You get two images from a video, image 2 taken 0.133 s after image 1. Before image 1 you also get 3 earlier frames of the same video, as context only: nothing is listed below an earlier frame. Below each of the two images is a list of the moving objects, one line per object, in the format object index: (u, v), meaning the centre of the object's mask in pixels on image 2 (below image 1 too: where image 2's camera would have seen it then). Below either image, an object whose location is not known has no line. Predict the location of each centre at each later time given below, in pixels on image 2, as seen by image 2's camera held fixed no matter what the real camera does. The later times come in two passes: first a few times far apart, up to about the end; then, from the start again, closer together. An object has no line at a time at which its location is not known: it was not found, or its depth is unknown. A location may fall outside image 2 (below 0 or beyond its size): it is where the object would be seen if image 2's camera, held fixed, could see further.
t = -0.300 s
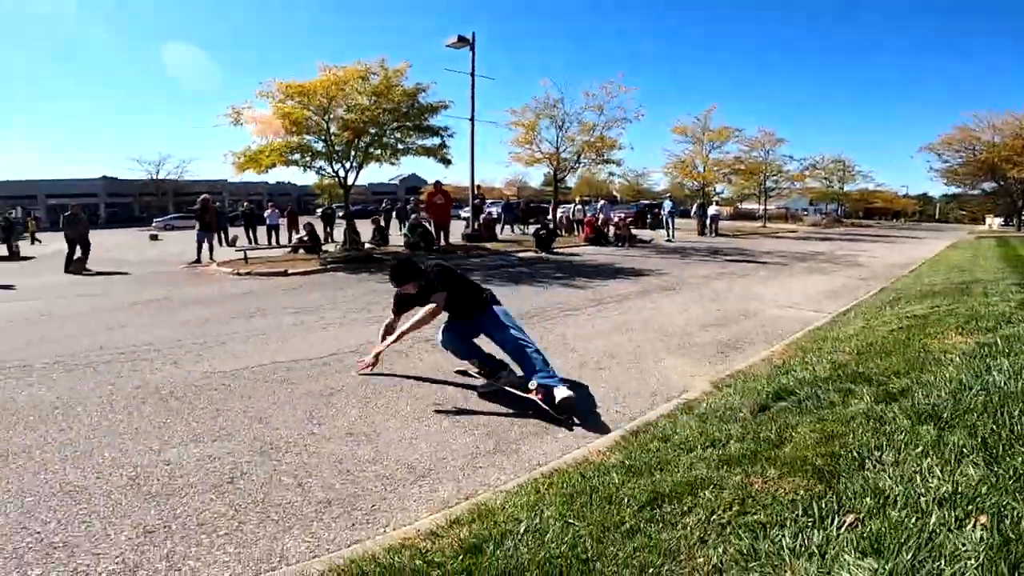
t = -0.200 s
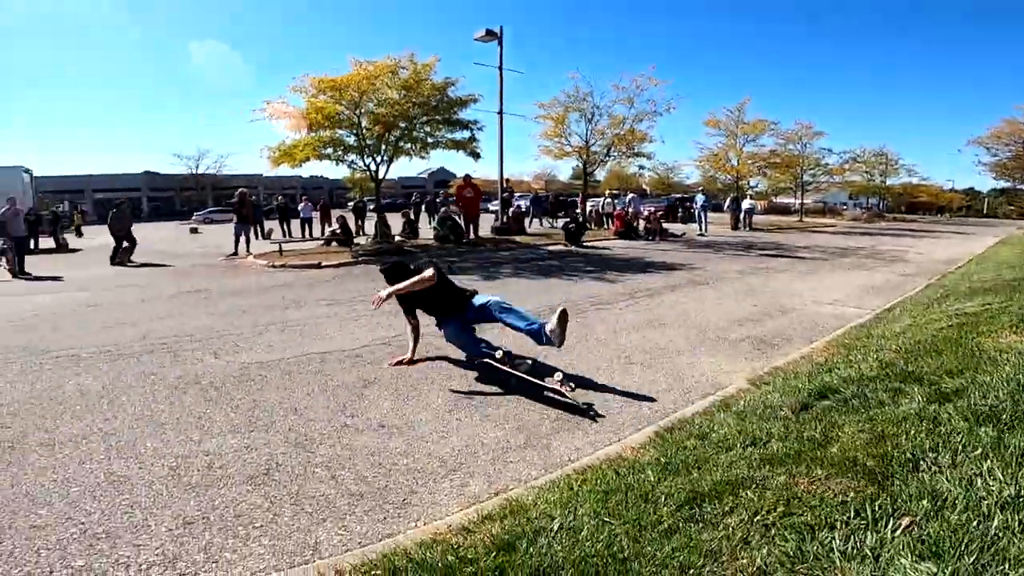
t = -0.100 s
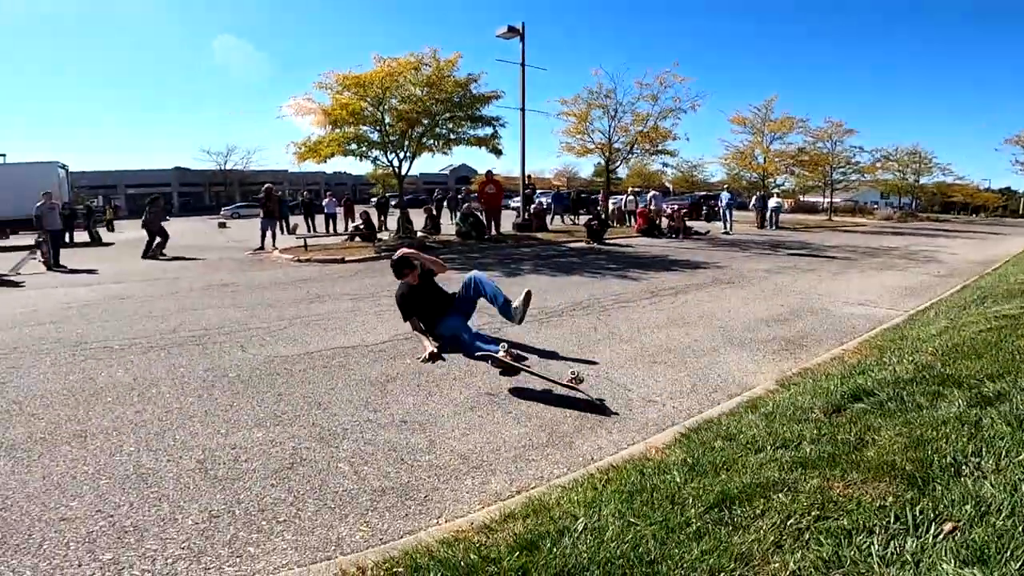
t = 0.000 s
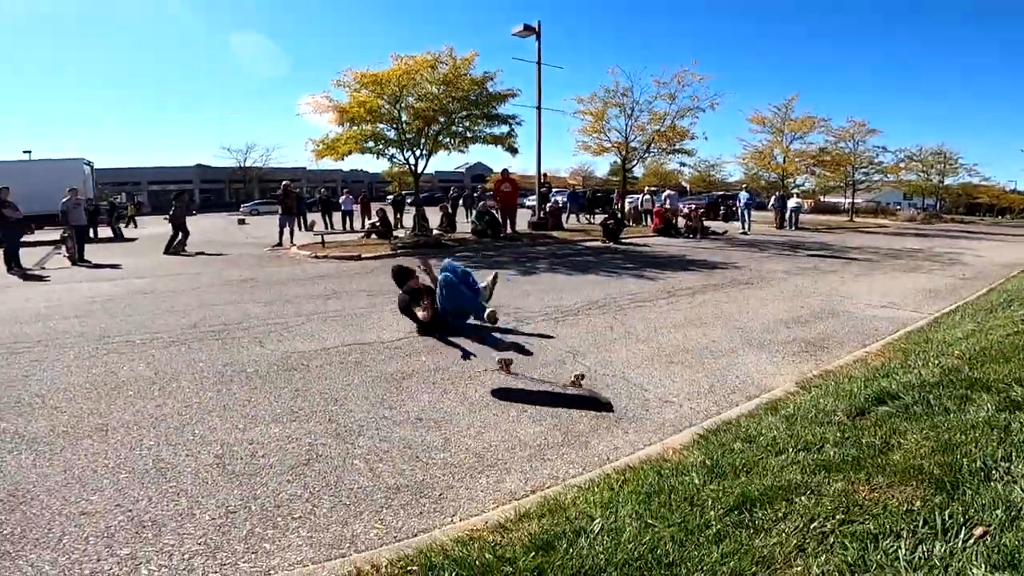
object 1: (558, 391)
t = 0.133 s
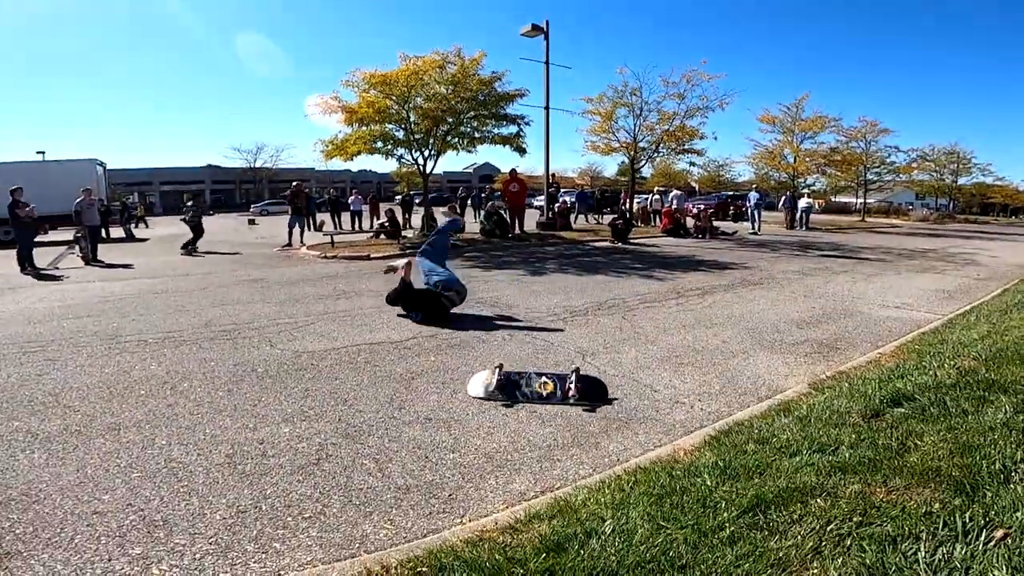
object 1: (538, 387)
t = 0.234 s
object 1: (536, 385)
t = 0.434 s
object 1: (536, 386)
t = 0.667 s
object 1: (537, 387)
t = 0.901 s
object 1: (536, 381)
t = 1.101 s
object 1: (538, 376)
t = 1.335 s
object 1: (538, 387)
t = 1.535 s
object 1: (537, 386)
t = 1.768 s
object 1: (538, 390)
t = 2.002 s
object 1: (537, 380)
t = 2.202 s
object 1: (541, 393)
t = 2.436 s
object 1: (538, 388)
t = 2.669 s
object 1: (539, 392)
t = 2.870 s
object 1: (537, 388)
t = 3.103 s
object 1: (537, 390)
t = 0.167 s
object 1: (536, 386)
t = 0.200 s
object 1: (536, 386)
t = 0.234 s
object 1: (536, 385)
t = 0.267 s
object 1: (536, 385)
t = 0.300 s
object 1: (536, 385)
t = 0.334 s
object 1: (536, 386)
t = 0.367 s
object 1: (536, 386)
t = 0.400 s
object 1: (536, 386)
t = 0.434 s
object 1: (536, 386)
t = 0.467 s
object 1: (536, 386)
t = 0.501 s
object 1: (536, 386)
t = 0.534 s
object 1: (536, 386)
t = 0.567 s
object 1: (536, 386)
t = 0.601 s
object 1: (537, 386)
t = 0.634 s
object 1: (537, 386)
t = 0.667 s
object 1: (537, 387)
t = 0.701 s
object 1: (537, 387)
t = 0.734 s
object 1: (538, 388)
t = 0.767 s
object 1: (538, 390)
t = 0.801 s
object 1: (540, 391)
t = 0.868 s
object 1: (536, 382)
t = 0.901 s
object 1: (536, 381)
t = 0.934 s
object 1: (538, 379)
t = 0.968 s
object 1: (539, 378)
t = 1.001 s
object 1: (539, 377)
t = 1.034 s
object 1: (539, 377)
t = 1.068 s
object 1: (539, 376)
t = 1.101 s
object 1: (538, 376)
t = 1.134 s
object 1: (538, 377)
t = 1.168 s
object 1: (538, 378)
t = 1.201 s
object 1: (538, 379)
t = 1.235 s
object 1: (537, 380)
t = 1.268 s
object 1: (537, 382)
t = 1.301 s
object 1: (532, 383)
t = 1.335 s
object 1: (538, 387)
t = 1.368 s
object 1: (540, 390)
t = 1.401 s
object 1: (538, 389)
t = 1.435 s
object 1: (538, 388)
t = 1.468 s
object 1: (537, 387)
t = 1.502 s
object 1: (537, 386)
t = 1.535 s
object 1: (537, 386)
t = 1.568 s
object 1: (537, 386)
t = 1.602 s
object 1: (537, 386)
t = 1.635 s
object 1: (537, 386)
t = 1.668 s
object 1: (537, 386)
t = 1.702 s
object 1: (537, 387)
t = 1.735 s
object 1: (537, 388)
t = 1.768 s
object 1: (538, 390)
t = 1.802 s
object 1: (539, 391)
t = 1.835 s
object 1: (541, 392)
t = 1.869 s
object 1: (541, 392)
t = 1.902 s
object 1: (541, 390)
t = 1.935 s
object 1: (537, 381)
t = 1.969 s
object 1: (537, 381)
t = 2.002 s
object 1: (537, 380)
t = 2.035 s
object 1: (537, 380)
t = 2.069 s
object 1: (537, 381)
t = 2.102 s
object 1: (536, 381)
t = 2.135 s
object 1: (536, 382)
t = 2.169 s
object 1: (534, 383)
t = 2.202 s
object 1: (541, 393)
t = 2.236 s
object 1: (540, 392)
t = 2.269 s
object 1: (540, 391)
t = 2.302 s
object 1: (539, 389)
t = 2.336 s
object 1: (538, 388)
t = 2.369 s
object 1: (538, 388)
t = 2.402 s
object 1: (538, 388)
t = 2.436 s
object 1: (538, 388)
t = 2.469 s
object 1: (539, 388)
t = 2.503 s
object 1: (538, 389)
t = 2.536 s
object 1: (538, 390)
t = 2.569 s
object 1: (538, 391)
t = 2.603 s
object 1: (539, 392)
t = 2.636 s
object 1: (540, 393)
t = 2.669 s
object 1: (539, 392)
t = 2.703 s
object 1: (535, 384)
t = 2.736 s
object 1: (536, 383)
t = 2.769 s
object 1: (535, 383)
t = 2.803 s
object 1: (535, 384)
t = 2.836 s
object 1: (538, 389)
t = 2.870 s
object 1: (537, 388)
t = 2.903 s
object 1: (537, 391)
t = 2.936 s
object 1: (539, 392)
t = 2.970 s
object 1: (538, 391)
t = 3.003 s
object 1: (538, 391)
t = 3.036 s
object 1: (538, 390)
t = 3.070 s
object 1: (537, 389)
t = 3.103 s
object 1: (537, 390)
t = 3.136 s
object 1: (538, 391)
